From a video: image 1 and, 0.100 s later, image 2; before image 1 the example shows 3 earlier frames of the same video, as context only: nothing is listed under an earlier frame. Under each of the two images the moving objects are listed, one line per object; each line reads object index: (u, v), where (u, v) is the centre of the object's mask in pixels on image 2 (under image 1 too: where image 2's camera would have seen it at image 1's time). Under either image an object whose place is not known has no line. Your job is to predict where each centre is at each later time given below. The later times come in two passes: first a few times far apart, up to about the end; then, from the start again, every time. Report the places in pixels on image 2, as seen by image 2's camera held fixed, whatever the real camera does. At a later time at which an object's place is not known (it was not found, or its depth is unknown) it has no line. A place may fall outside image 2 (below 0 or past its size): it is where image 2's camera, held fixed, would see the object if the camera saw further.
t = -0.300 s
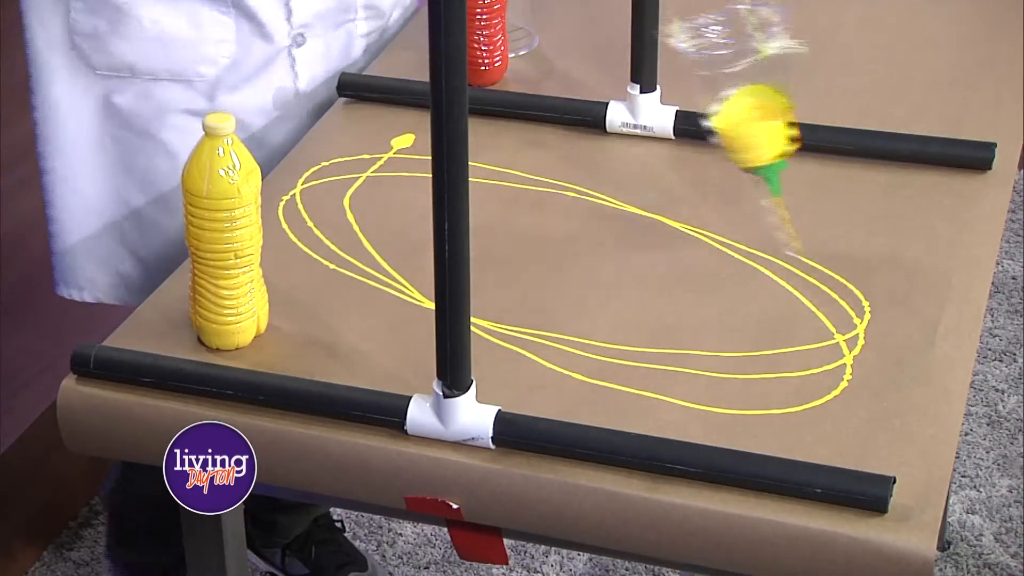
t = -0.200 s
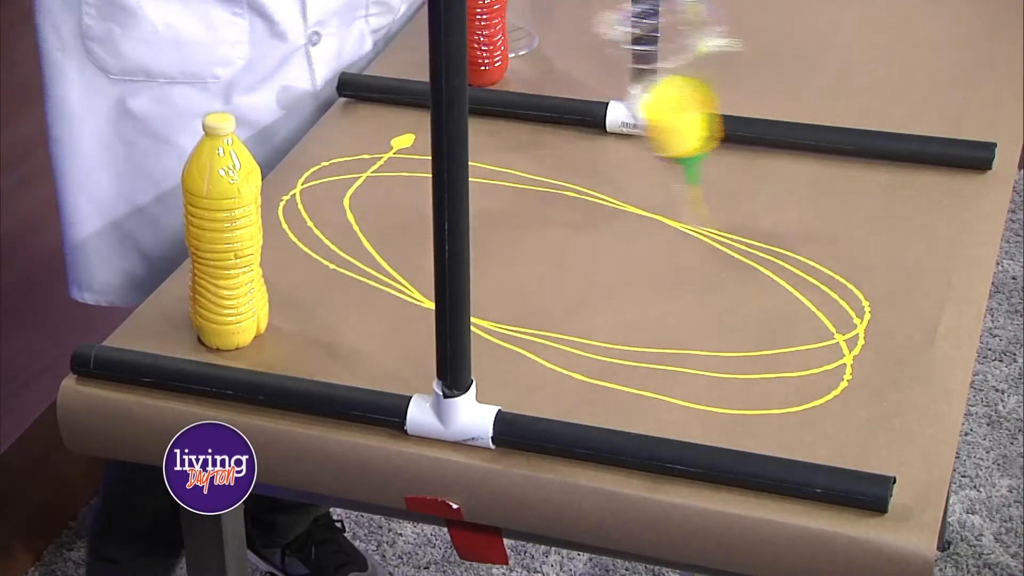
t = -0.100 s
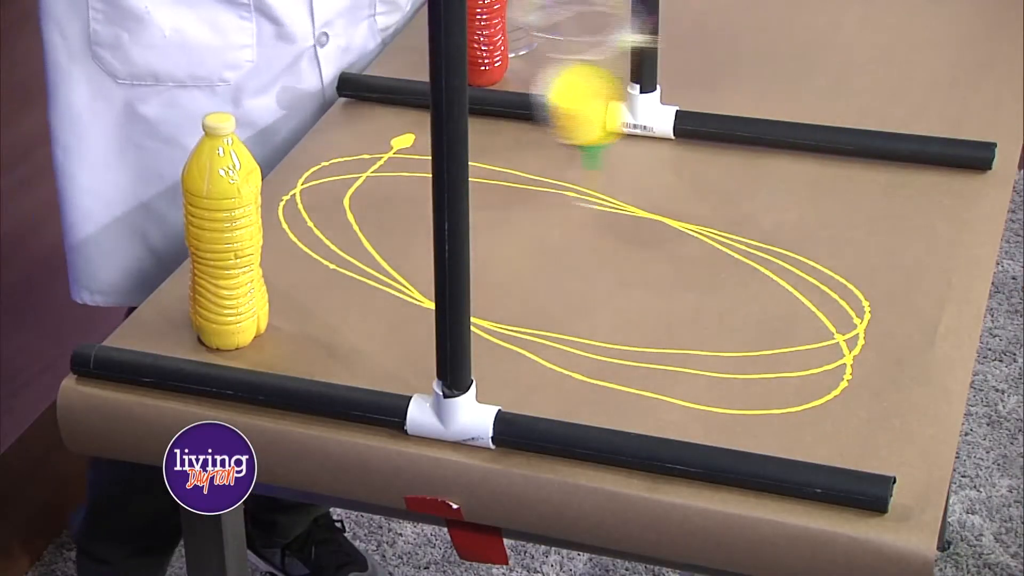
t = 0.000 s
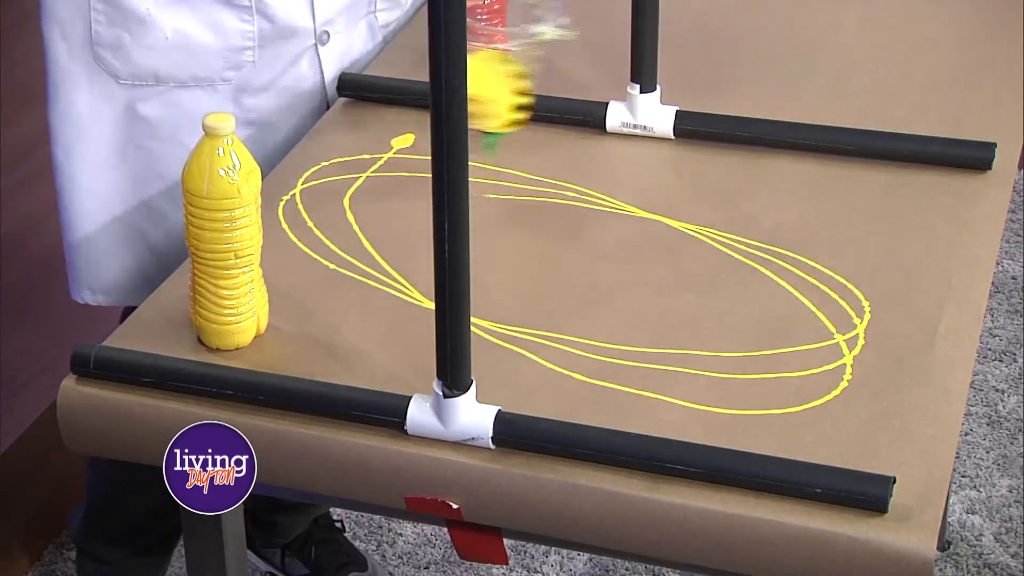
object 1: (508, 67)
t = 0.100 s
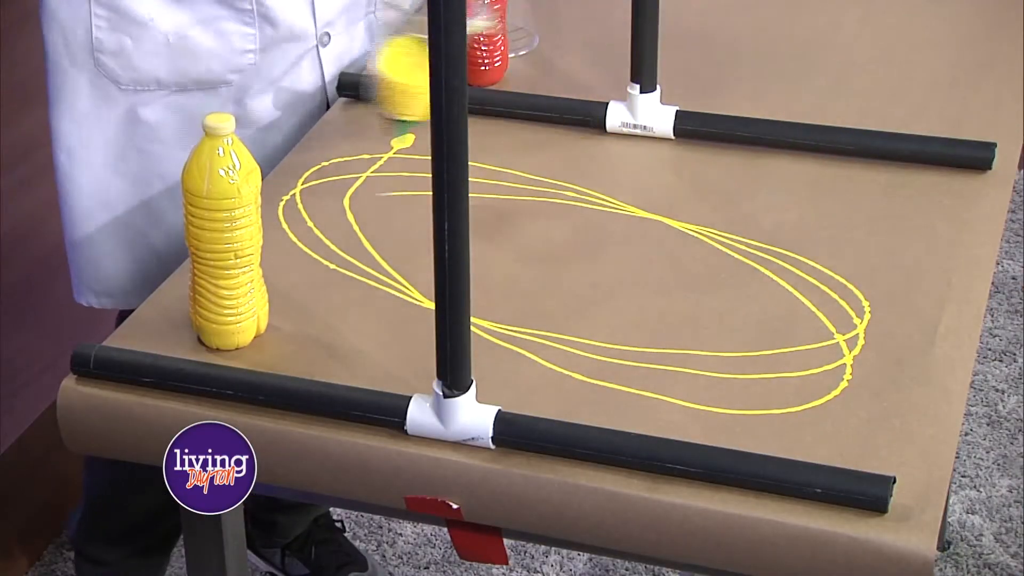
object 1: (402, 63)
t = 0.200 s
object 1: (363, 57)
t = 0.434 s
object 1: (369, 98)
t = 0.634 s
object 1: (528, 137)
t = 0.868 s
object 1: (730, 133)
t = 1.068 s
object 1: (785, 84)
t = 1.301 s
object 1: (678, 79)
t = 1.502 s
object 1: (510, 70)
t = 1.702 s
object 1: (368, 65)
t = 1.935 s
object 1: (362, 101)
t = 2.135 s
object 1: (513, 152)
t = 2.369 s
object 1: (704, 105)
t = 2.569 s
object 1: (775, 77)
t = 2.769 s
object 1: (710, 77)
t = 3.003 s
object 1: (522, 71)
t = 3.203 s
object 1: (378, 75)
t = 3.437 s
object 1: (363, 108)
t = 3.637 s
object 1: (514, 129)
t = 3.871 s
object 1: (692, 115)
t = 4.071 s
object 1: (767, 74)
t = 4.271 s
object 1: (712, 72)
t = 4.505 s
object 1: (539, 73)
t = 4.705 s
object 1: (388, 88)
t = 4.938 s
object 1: (366, 116)
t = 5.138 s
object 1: (507, 130)
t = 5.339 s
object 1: (645, 118)
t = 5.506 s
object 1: (733, 84)
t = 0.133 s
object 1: (392, 62)
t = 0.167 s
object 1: (377, 59)
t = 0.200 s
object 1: (363, 57)
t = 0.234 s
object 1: (355, 57)
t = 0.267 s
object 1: (349, 59)
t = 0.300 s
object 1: (347, 62)
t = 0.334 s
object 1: (348, 66)
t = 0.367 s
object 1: (353, 71)
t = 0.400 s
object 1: (358, 82)
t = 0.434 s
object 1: (369, 98)
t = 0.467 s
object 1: (380, 114)
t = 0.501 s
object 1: (394, 127)
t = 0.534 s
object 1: (420, 130)
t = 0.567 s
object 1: (468, 131)
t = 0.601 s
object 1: (512, 127)
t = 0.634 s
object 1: (528, 137)
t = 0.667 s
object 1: (557, 130)
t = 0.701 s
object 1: (582, 166)
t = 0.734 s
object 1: (609, 143)
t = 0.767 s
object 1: (644, 131)
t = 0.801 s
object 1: (680, 154)
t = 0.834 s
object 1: (706, 142)
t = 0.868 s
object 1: (730, 133)
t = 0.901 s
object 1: (746, 120)
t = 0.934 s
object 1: (762, 115)
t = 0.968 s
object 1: (775, 109)
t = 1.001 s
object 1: (784, 103)
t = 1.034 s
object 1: (788, 96)
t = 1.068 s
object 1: (785, 84)
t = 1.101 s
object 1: (782, 83)
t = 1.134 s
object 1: (772, 79)
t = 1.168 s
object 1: (761, 79)
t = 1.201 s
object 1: (748, 86)
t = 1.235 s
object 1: (729, 87)
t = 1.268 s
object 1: (705, 82)
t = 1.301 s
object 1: (678, 79)
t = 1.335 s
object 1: (653, 72)
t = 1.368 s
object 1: (620, 74)
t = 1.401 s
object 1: (588, 73)
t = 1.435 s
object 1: (561, 71)
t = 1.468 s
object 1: (539, 73)
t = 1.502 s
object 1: (510, 70)
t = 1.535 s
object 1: (495, 68)
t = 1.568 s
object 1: (483, 59)
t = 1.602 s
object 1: (403, 69)
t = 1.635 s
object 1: (392, 69)
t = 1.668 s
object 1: (381, 67)
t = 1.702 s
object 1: (368, 65)
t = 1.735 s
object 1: (357, 65)
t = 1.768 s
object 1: (349, 67)
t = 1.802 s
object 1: (344, 70)
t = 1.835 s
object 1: (342, 75)
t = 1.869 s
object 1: (345, 79)
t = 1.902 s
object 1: (351, 89)
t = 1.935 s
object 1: (362, 101)
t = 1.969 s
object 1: (376, 115)
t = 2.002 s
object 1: (388, 127)
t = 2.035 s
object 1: (401, 135)
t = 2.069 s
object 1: (429, 139)
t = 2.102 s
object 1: (493, 146)
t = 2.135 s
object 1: (513, 152)
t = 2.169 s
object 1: (538, 143)
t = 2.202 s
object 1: (567, 134)
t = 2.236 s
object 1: (595, 129)
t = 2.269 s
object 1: (619, 133)
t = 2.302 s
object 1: (653, 119)
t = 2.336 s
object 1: (688, 128)
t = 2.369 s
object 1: (704, 105)
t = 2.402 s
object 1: (727, 104)
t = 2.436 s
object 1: (740, 96)
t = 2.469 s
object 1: (755, 93)
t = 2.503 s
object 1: (766, 89)
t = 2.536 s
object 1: (774, 84)
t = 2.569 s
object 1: (775, 77)
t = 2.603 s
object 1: (773, 74)
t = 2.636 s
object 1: (767, 72)
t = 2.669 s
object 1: (761, 78)
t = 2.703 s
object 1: (747, 78)
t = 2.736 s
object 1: (729, 79)
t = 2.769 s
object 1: (710, 77)
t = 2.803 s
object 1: (687, 75)
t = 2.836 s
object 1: (661, 76)
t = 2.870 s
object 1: (632, 70)
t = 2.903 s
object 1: (604, 69)
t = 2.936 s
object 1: (576, 69)
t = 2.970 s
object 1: (553, 72)
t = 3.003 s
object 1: (522, 71)
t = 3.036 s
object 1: (506, 71)
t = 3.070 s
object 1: (479, 65)
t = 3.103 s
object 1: (410, 74)
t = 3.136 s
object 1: (400, 78)
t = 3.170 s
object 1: (389, 77)
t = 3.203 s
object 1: (378, 75)
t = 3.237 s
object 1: (368, 74)
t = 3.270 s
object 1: (360, 76)
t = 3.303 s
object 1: (353, 78)
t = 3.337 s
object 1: (349, 86)
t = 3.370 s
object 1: (349, 93)
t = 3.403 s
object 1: (354, 99)
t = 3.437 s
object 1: (363, 108)
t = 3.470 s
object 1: (374, 119)
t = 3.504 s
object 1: (387, 130)
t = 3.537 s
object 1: (400, 135)
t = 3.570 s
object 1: (429, 127)
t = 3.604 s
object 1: (494, 137)
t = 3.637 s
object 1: (514, 129)
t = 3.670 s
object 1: (530, 146)
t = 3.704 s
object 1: (556, 149)
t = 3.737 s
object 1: (582, 140)
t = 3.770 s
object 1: (611, 138)
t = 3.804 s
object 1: (644, 127)
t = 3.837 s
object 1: (670, 124)
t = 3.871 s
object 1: (692, 115)
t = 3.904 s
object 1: (715, 111)
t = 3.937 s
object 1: (732, 103)
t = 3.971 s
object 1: (746, 96)
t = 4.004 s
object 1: (757, 88)
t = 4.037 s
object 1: (764, 80)
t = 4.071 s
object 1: (767, 74)
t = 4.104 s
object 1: (766, 70)
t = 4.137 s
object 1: (762, 68)
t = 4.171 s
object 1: (755, 66)
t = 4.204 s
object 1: (744, 66)
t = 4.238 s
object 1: (730, 72)
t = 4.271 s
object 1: (712, 72)
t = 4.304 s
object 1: (691, 67)
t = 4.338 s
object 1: (667, 66)
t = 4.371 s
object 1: (644, 66)
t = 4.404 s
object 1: (614, 68)
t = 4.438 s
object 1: (589, 69)
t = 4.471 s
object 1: (563, 71)
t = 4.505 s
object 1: (539, 73)
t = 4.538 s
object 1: (515, 74)
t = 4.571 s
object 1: (502, 72)
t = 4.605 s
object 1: (468, 72)
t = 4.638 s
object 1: (428, 77)
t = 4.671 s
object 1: (399, 87)
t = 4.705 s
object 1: (388, 88)
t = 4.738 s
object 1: (379, 89)
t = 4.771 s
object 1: (369, 90)
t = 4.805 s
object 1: (362, 95)
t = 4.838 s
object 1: (358, 99)
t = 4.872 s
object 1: (357, 103)
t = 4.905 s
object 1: (359, 108)
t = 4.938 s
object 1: (366, 116)
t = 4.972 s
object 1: (375, 124)
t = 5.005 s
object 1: (386, 134)
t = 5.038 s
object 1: (398, 143)
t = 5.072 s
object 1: (408, 140)
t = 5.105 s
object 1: (468, 131)
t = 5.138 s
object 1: (507, 130)
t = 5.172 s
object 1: (521, 139)
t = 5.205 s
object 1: (543, 147)
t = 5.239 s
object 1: (567, 124)
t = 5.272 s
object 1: (590, 123)
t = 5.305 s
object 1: (618, 135)
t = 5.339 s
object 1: (645, 118)
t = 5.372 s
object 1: (668, 108)
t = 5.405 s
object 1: (695, 113)
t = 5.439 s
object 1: (706, 92)
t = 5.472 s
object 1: (721, 88)
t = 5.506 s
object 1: (733, 84)
